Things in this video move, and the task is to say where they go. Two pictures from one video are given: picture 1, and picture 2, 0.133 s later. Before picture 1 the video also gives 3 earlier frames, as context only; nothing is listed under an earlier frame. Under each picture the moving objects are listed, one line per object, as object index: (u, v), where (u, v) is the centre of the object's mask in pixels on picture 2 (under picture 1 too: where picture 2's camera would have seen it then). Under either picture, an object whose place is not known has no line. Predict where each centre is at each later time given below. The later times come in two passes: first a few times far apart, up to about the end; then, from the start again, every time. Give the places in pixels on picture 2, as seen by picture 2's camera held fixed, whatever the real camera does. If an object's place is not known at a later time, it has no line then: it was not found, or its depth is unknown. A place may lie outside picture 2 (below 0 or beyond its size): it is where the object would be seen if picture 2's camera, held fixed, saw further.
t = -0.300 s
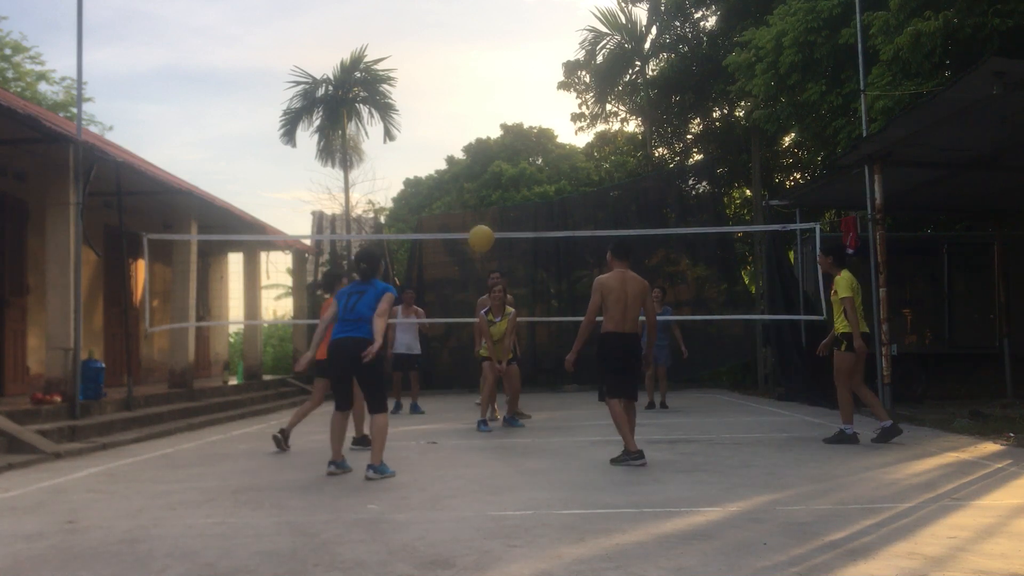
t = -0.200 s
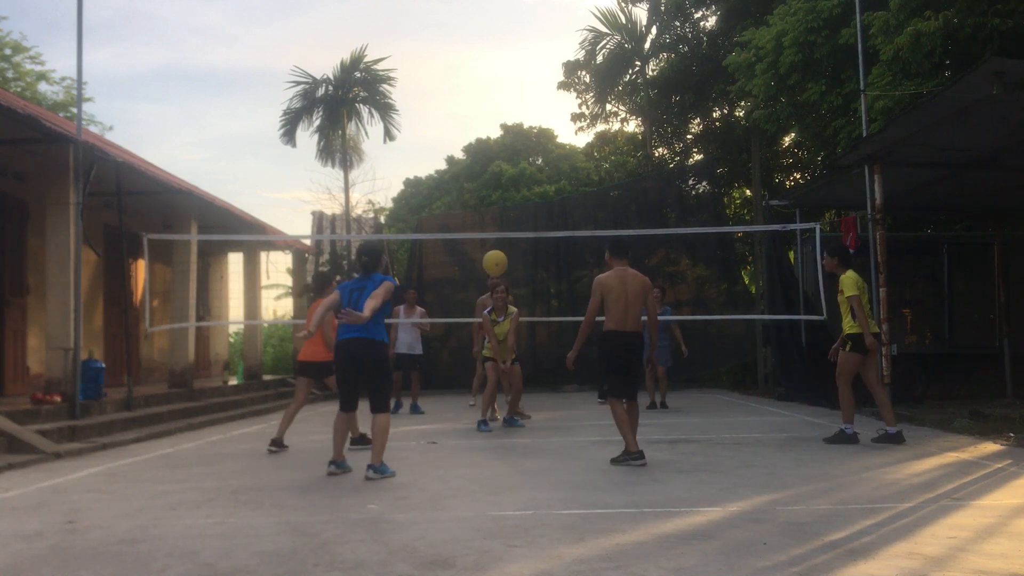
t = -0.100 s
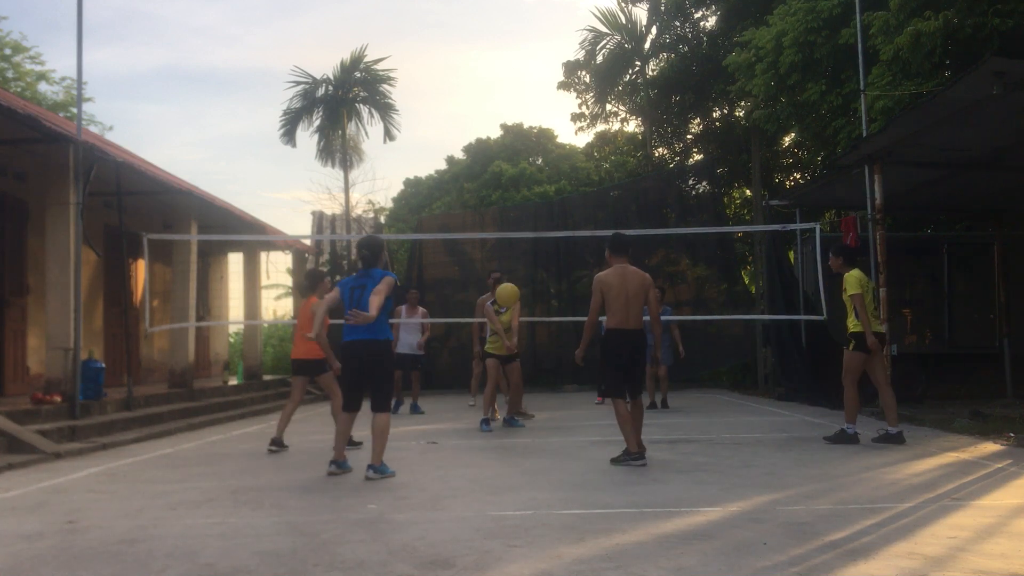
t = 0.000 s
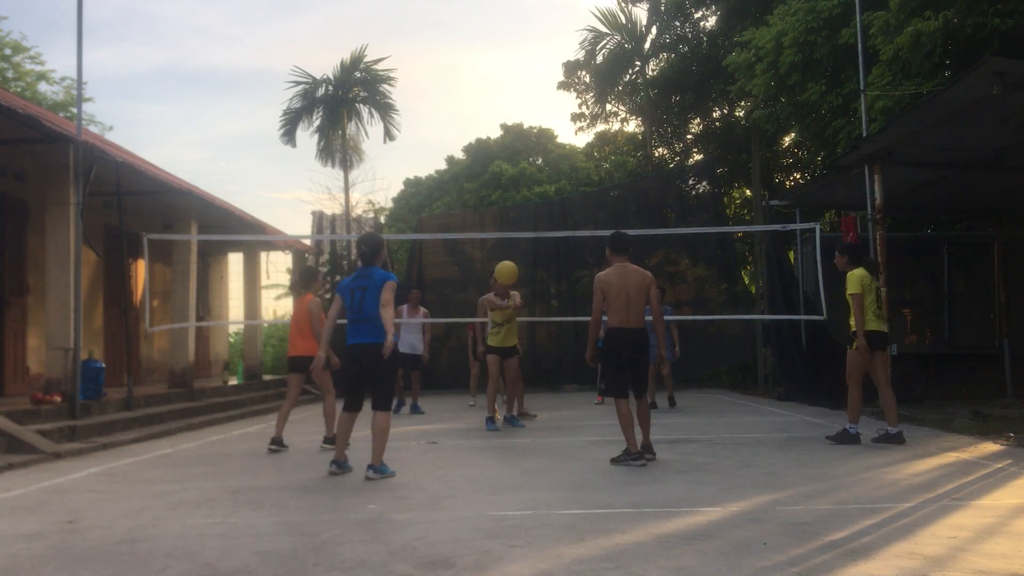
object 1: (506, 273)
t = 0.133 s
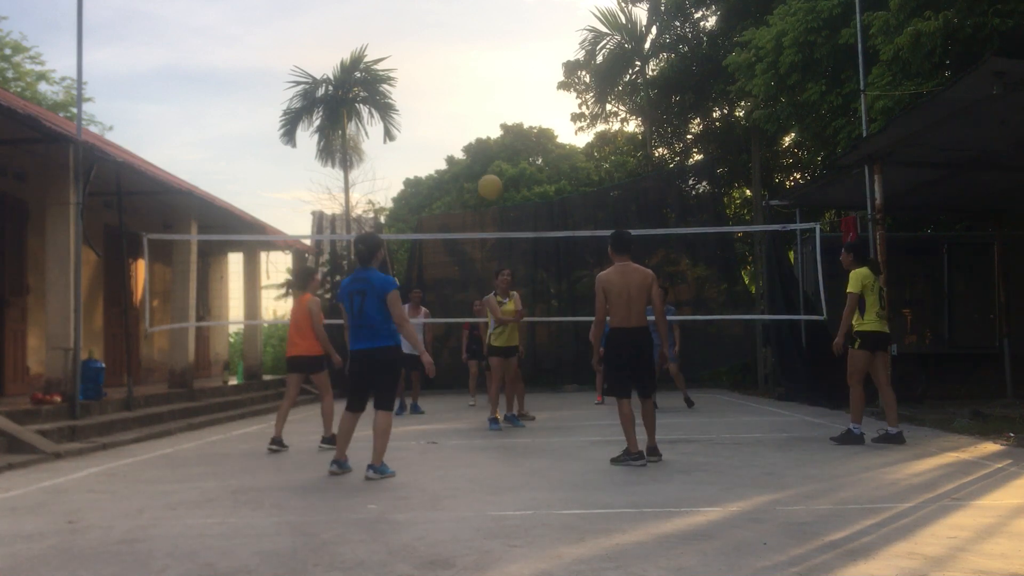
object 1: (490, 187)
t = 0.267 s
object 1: (476, 118)
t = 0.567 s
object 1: (445, 30)
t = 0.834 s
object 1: (418, 31)
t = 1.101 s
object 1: (393, 114)
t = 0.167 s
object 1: (485, 168)
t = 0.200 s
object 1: (483, 151)
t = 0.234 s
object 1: (479, 134)
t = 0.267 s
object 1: (476, 118)
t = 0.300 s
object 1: (473, 104)
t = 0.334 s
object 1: (469, 91)
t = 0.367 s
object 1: (466, 79)
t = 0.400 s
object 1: (463, 68)
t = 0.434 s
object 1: (459, 58)
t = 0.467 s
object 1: (456, 49)
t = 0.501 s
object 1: (452, 41)
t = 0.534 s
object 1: (449, 35)
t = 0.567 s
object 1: (445, 30)
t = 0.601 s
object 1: (442, 26)
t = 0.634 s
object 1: (438, 23)
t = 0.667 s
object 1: (435, 21)
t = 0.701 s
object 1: (432, 21)
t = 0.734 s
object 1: (428, 22)
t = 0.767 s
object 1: (425, 24)
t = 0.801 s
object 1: (421, 27)
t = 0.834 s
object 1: (418, 31)
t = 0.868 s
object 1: (415, 37)
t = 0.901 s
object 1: (411, 44)
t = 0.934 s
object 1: (408, 52)
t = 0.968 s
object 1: (405, 62)
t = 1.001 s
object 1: (402, 73)
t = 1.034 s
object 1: (399, 85)
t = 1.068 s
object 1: (396, 99)
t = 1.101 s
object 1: (393, 114)
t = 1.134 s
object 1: (390, 130)
